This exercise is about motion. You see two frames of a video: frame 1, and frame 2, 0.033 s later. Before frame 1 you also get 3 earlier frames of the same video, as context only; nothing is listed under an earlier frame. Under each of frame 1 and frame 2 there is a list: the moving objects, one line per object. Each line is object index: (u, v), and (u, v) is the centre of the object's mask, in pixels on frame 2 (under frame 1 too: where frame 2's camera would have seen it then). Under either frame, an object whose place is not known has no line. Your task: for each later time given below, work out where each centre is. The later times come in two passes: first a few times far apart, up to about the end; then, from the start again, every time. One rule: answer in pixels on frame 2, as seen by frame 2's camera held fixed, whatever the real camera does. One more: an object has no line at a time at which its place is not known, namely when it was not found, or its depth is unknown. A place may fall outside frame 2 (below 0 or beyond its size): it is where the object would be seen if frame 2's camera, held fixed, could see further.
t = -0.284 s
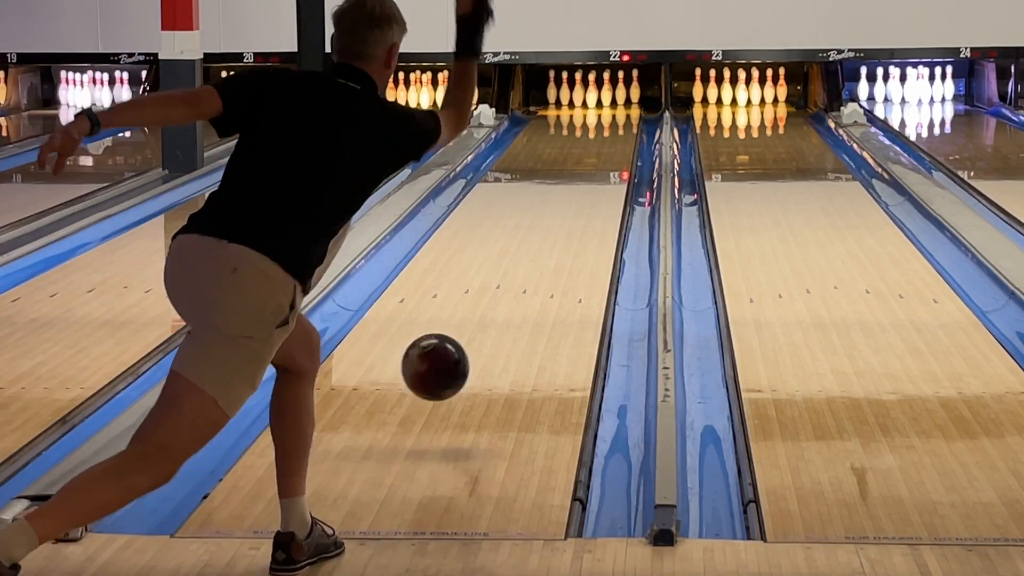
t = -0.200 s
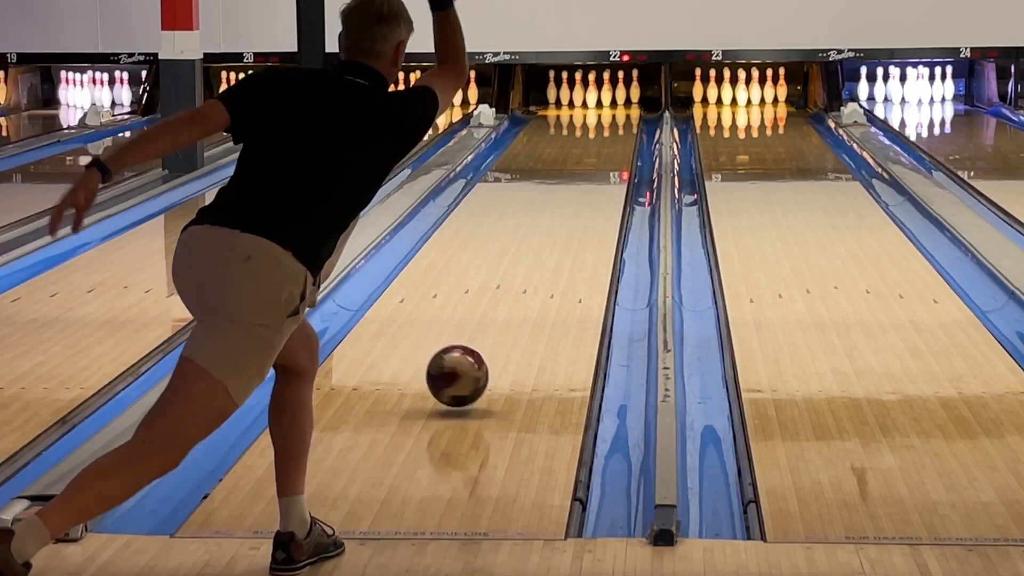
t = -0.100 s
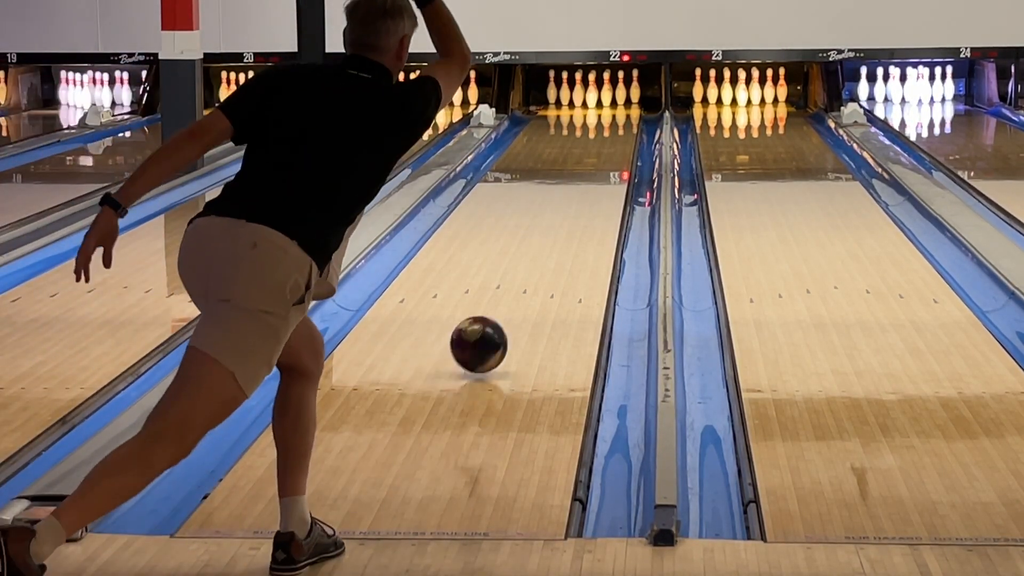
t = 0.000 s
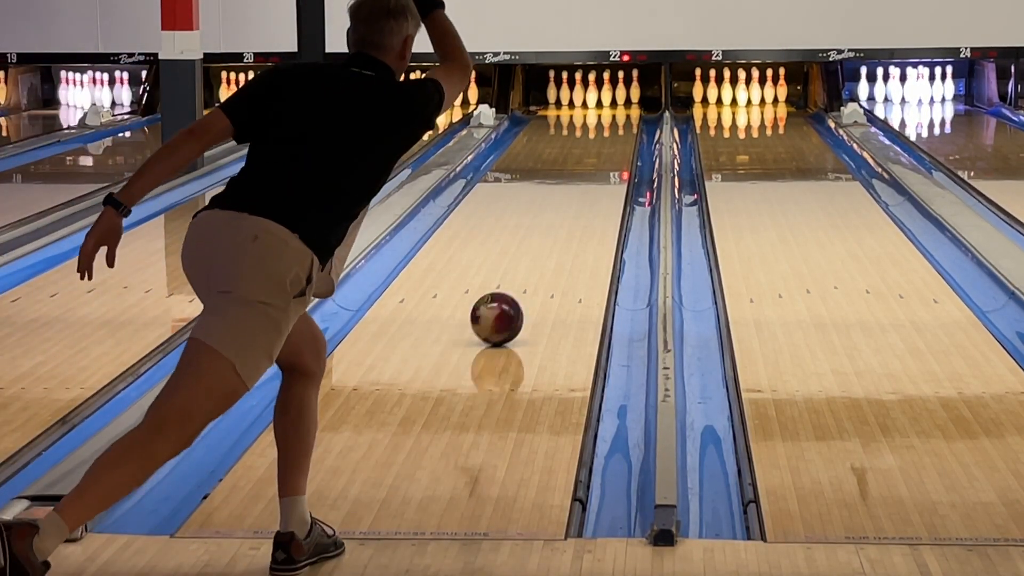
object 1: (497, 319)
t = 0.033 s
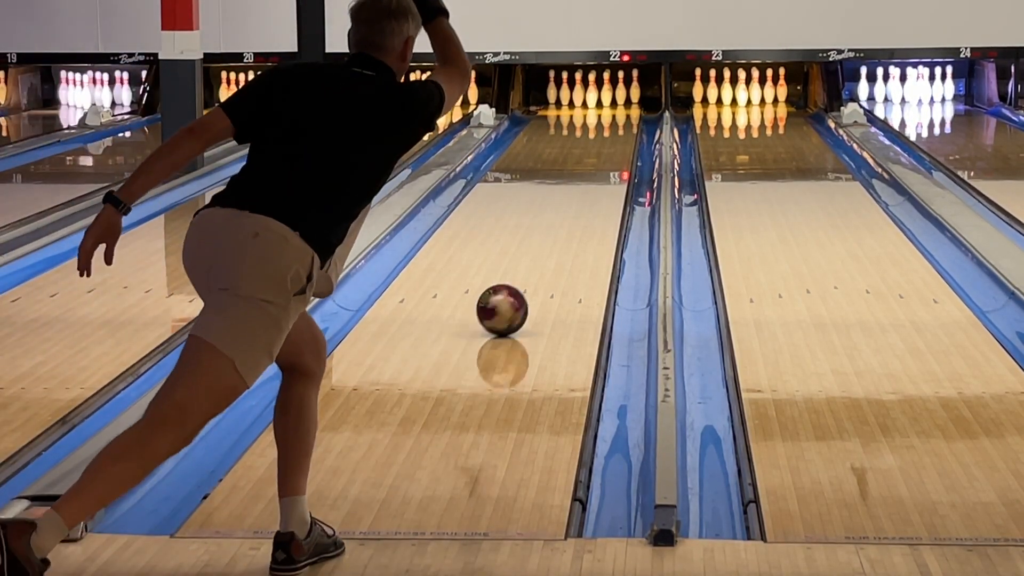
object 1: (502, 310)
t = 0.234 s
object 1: (529, 265)
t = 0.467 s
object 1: (552, 226)
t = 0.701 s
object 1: (569, 196)
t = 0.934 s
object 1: (583, 172)
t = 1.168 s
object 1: (592, 153)
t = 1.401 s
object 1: (600, 137)
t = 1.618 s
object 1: (604, 125)
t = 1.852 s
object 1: (606, 114)
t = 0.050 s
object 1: (505, 306)
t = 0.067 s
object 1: (507, 301)
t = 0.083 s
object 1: (510, 297)
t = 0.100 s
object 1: (512, 294)
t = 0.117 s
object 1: (514, 290)
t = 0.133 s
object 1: (517, 286)
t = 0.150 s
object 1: (519, 283)
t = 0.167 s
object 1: (521, 279)
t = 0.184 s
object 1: (523, 275)
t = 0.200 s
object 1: (525, 272)
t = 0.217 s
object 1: (527, 269)
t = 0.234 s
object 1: (529, 265)
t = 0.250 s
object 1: (531, 262)
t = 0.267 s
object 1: (533, 259)
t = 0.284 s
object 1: (535, 256)
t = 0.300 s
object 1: (537, 253)
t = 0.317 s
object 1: (538, 250)
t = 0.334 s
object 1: (540, 247)
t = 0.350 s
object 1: (542, 244)
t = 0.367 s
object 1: (543, 242)
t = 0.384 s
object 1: (545, 239)
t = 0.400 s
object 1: (546, 236)
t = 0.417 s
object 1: (548, 233)
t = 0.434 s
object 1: (549, 231)
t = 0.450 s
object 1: (551, 228)
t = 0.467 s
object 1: (552, 226)
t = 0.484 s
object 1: (554, 224)
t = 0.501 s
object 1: (555, 221)
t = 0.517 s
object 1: (556, 219)
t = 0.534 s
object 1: (558, 216)
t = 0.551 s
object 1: (559, 214)
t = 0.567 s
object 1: (560, 212)
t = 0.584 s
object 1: (561, 210)
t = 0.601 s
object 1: (563, 208)
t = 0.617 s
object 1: (564, 206)
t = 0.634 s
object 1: (565, 204)
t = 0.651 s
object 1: (566, 202)
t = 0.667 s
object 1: (567, 200)
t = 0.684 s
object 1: (568, 198)
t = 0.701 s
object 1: (569, 196)
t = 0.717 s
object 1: (570, 194)
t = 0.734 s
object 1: (571, 192)
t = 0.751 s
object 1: (572, 190)
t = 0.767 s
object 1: (573, 189)
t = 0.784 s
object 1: (574, 187)
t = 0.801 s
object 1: (575, 185)
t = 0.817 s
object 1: (576, 184)
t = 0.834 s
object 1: (577, 181)
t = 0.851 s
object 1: (578, 180)
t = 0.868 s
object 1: (579, 178)
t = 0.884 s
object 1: (580, 177)
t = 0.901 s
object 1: (581, 176)
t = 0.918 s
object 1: (582, 174)
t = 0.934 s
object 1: (583, 172)
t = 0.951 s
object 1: (584, 171)
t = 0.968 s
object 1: (584, 169)
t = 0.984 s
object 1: (585, 168)
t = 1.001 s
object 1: (585, 166)
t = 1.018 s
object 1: (586, 165)
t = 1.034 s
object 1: (587, 163)
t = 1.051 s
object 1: (587, 162)
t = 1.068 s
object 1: (588, 162)
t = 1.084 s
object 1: (589, 159)
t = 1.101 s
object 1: (590, 158)
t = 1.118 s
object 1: (590, 157)
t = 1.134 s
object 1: (591, 156)
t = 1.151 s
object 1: (592, 154)
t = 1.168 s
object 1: (592, 153)
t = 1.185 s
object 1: (593, 152)
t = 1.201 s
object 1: (593, 151)
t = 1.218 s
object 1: (594, 149)
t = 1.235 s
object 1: (594, 148)
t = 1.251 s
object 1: (595, 147)
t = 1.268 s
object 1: (596, 146)
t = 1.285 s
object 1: (596, 145)
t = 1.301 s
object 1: (597, 144)
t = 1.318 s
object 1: (597, 142)
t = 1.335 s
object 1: (598, 141)
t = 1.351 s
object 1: (598, 140)
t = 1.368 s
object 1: (599, 139)
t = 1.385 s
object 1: (599, 138)
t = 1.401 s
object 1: (600, 137)
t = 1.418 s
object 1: (600, 136)
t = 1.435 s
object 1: (601, 135)
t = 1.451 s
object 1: (601, 134)
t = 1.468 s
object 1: (601, 133)
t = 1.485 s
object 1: (602, 132)
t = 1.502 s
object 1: (602, 131)
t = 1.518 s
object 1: (603, 130)
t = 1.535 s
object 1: (603, 129)
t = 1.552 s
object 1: (604, 128)
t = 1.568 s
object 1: (603, 128)
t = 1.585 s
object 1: (604, 127)
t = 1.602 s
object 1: (604, 125)
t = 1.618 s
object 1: (604, 125)
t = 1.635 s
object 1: (605, 124)
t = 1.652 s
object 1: (605, 123)
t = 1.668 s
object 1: (605, 123)
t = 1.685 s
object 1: (605, 121)
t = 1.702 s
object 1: (606, 121)
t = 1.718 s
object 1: (606, 120)
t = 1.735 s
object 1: (606, 119)
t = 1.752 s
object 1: (606, 118)
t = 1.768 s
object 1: (606, 117)
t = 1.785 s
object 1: (606, 117)
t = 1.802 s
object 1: (606, 116)
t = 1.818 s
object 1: (607, 115)
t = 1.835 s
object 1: (606, 115)
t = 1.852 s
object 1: (606, 114)
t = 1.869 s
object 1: (606, 113)
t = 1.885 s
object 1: (606, 113)
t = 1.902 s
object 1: (606, 112)
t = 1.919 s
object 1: (606, 111)
